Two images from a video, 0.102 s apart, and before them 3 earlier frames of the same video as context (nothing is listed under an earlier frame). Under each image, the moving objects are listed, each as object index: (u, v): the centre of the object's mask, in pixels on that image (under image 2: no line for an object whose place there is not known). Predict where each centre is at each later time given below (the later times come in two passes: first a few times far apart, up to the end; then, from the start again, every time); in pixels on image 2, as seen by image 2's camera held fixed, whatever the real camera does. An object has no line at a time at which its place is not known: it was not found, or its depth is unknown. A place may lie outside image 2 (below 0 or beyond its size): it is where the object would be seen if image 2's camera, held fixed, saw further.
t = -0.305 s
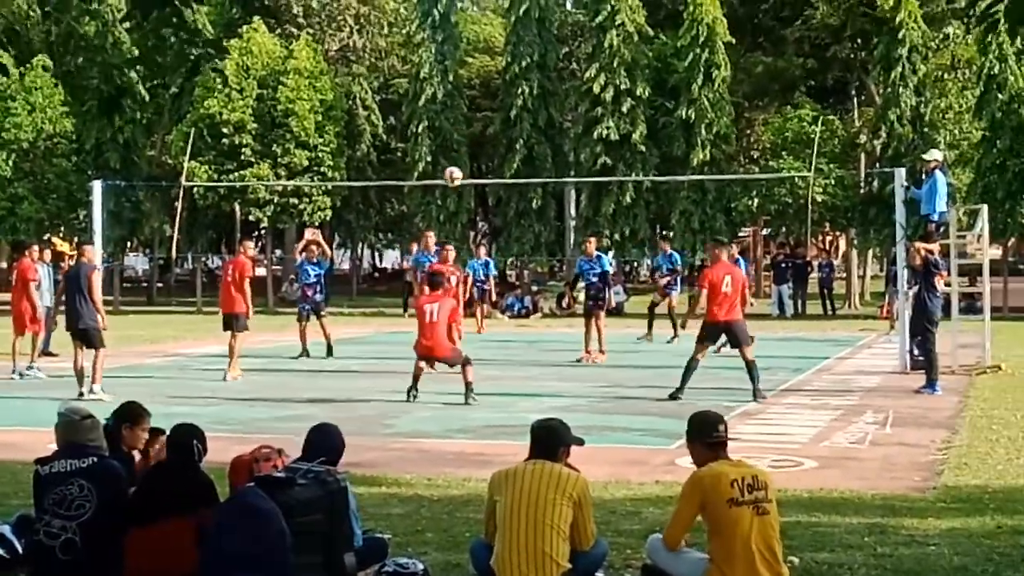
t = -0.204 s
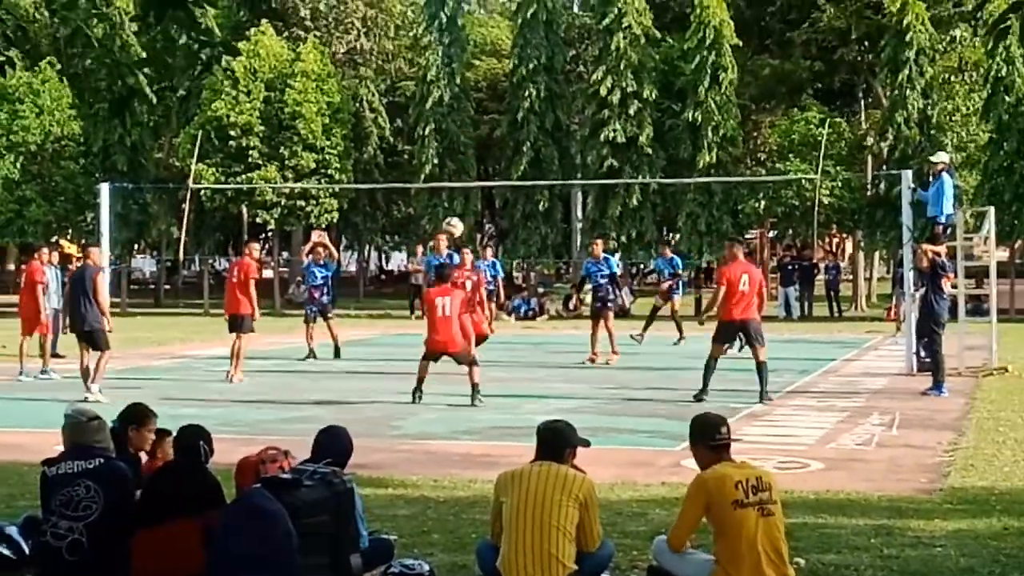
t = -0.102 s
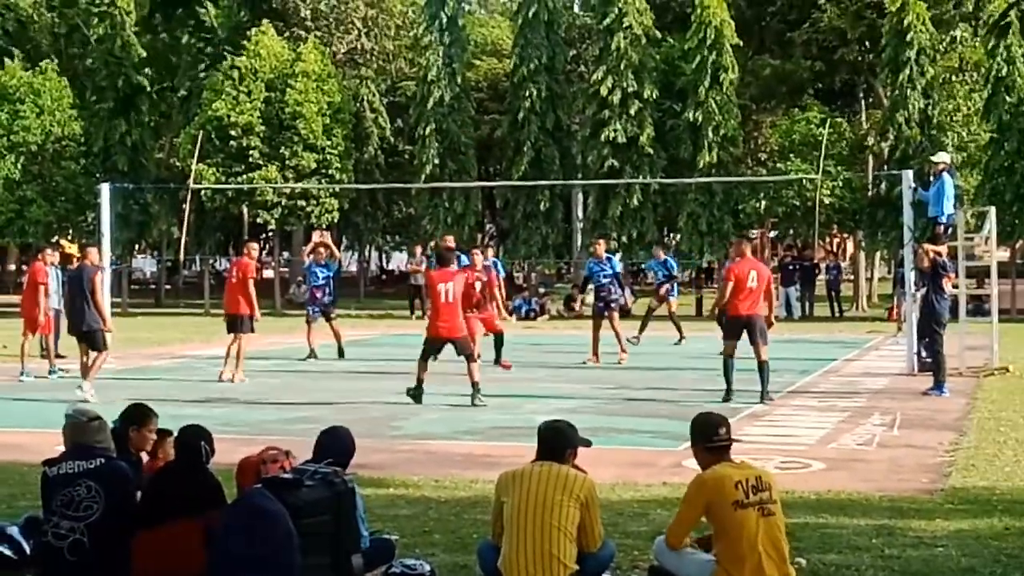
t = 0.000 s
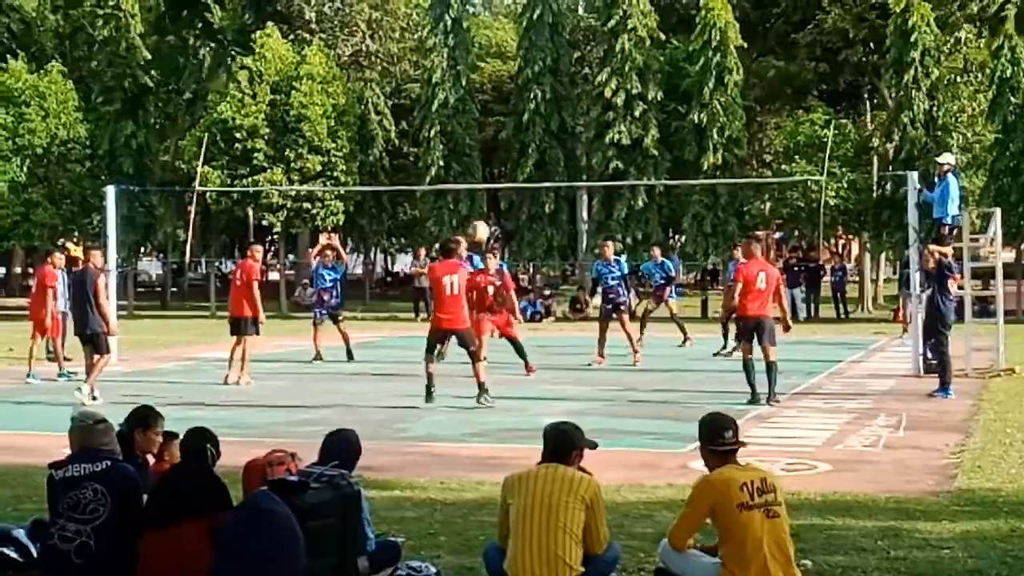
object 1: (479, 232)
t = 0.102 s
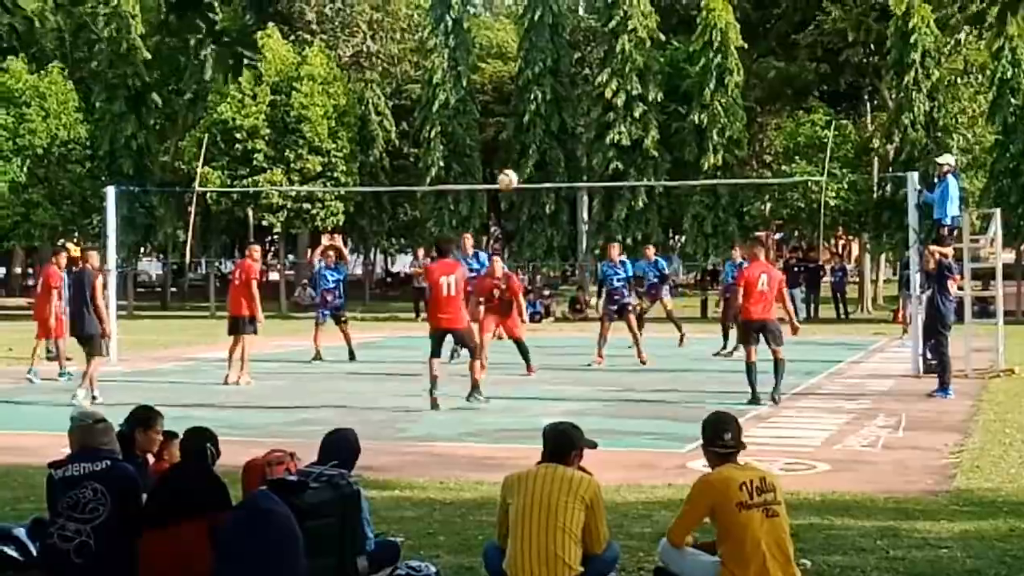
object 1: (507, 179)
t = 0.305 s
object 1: (561, 107)
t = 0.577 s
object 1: (628, 74)
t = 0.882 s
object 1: (693, 112)
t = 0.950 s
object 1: (707, 130)
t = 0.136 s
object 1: (517, 165)
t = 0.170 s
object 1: (526, 151)
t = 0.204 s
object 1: (535, 138)
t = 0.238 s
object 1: (544, 127)
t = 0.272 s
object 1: (553, 117)
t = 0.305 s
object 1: (561, 107)
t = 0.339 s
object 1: (570, 99)
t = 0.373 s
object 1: (578, 93)
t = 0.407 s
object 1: (587, 87)
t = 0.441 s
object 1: (595, 82)
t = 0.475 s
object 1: (604, 78)
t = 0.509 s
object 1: (612, 76)
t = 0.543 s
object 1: (622, 74)
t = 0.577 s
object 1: (628, 74)
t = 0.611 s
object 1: (635, 76)
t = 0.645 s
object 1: (643, 77)
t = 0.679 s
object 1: (651, 78)
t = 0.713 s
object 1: (658, 81)
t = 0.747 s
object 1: (667, 85)
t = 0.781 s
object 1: (673, 91)
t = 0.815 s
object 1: (679, 97)
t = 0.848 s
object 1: (686, 104)
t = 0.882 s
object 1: (693, 112)
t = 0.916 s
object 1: (700, 120)
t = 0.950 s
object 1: (707, 130)
